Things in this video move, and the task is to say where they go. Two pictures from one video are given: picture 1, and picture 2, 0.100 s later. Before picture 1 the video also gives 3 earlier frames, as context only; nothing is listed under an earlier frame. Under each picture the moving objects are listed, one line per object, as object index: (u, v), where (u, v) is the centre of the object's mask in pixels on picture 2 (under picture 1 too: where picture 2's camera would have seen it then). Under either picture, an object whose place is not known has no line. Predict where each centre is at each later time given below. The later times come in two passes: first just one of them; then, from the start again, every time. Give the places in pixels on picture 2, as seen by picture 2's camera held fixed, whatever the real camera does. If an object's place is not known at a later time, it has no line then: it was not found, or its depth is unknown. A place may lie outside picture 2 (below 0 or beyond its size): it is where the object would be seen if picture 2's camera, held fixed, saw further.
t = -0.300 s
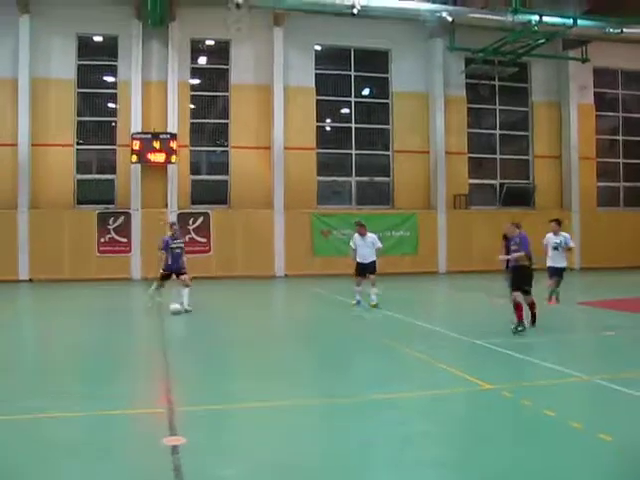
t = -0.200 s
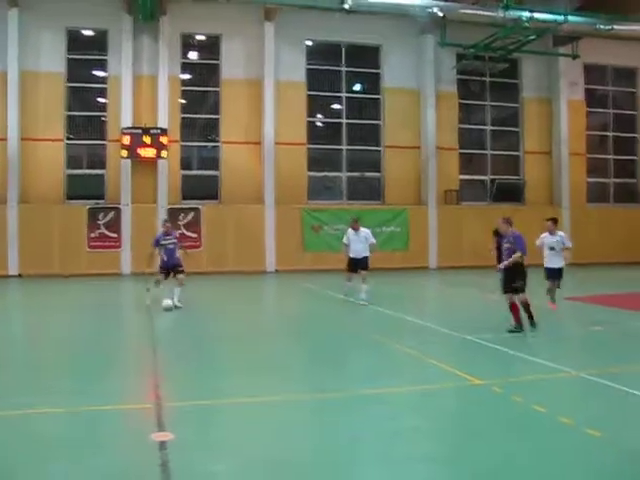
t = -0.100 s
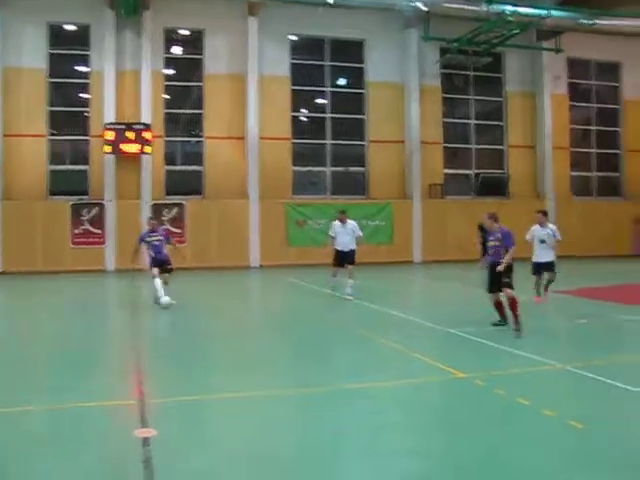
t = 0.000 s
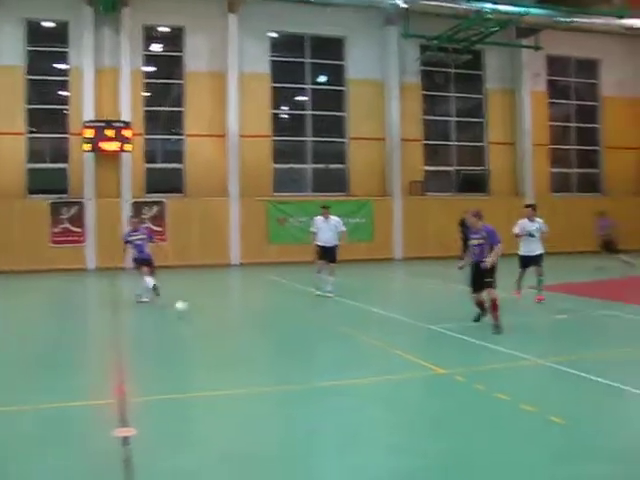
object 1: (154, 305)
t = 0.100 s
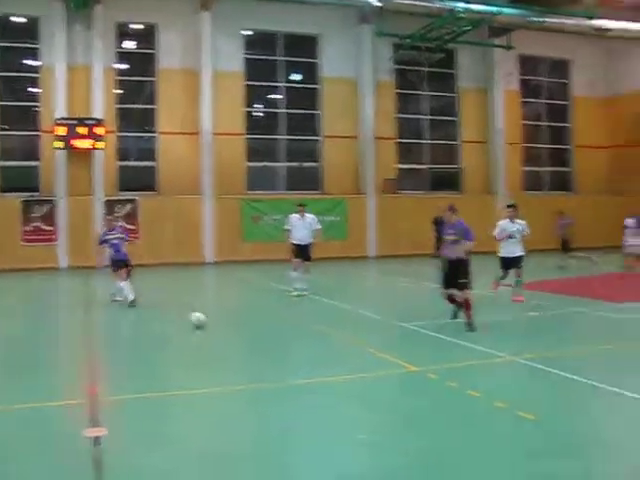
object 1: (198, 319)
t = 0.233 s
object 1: (267, 336)
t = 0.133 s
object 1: (213, 322)
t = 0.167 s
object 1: (230, 327)
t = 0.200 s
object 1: (247, 332)
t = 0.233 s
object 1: (267, 336)
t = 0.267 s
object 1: (287, 340)
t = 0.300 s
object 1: (305, 345)
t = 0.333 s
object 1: (328, 349)
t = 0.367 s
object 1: (353, 355)
